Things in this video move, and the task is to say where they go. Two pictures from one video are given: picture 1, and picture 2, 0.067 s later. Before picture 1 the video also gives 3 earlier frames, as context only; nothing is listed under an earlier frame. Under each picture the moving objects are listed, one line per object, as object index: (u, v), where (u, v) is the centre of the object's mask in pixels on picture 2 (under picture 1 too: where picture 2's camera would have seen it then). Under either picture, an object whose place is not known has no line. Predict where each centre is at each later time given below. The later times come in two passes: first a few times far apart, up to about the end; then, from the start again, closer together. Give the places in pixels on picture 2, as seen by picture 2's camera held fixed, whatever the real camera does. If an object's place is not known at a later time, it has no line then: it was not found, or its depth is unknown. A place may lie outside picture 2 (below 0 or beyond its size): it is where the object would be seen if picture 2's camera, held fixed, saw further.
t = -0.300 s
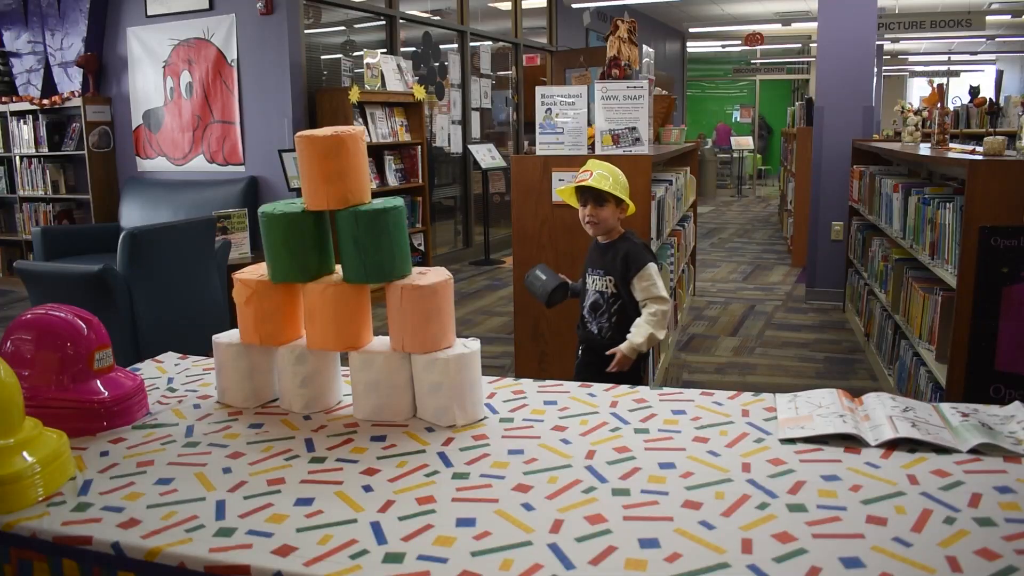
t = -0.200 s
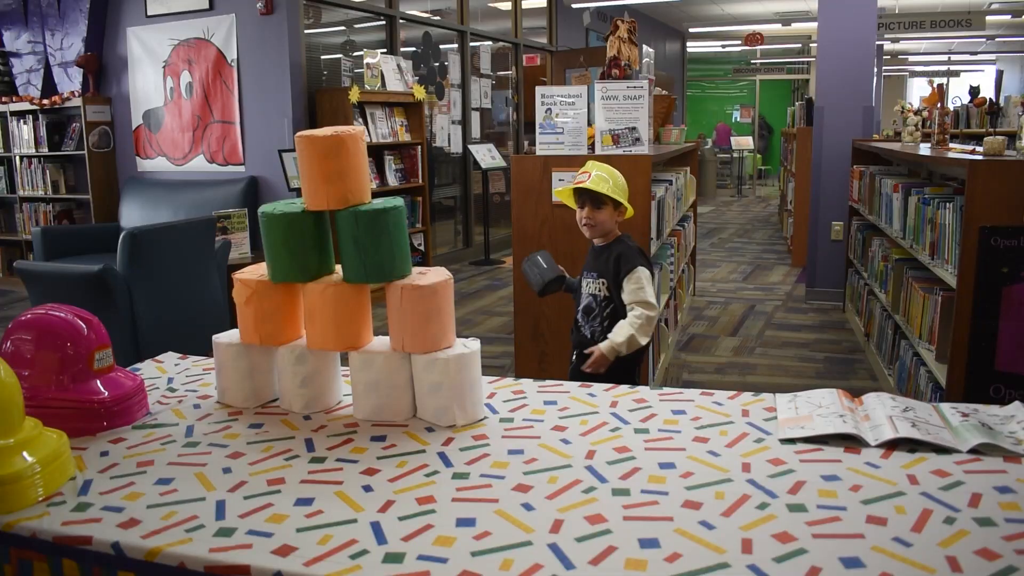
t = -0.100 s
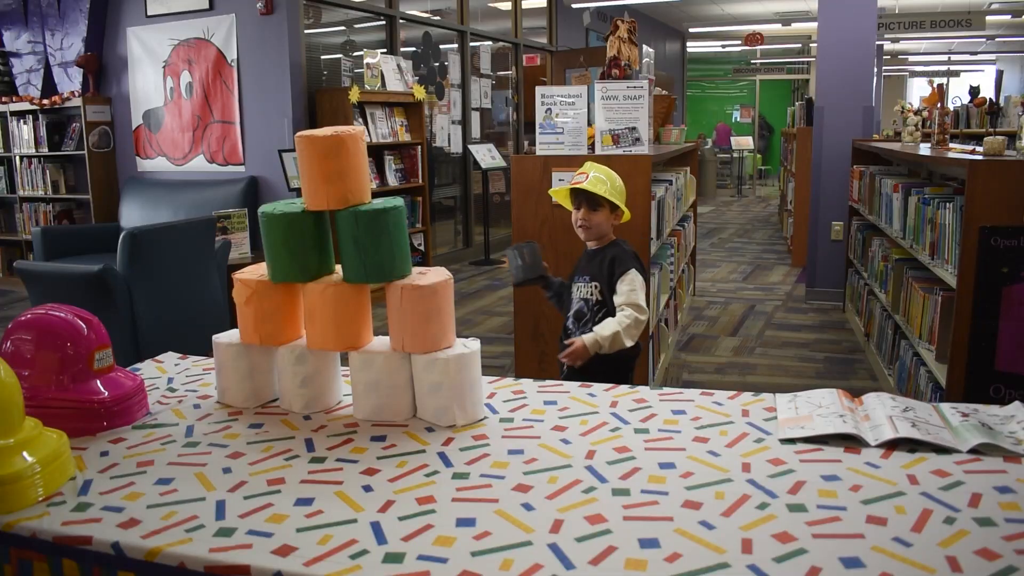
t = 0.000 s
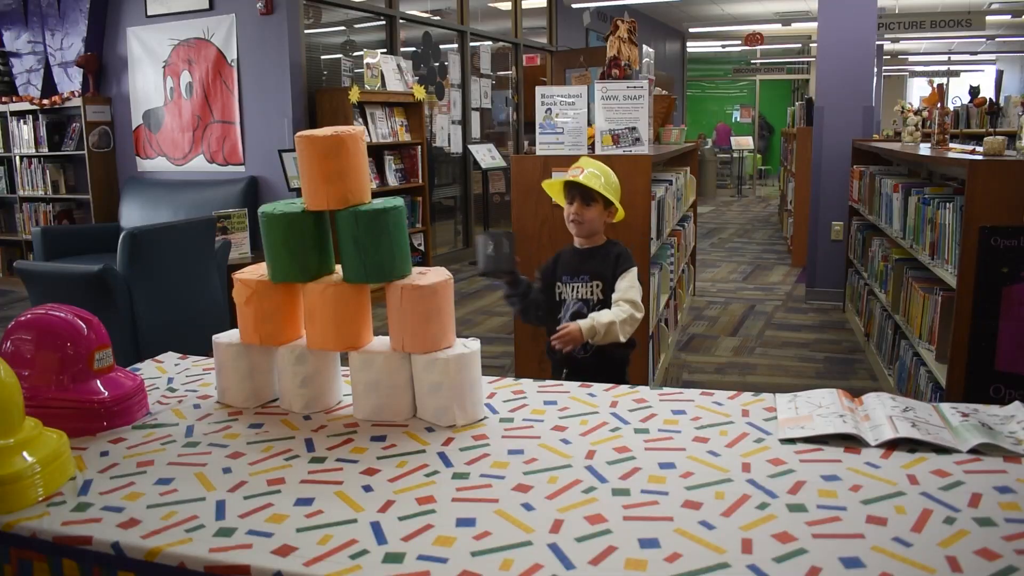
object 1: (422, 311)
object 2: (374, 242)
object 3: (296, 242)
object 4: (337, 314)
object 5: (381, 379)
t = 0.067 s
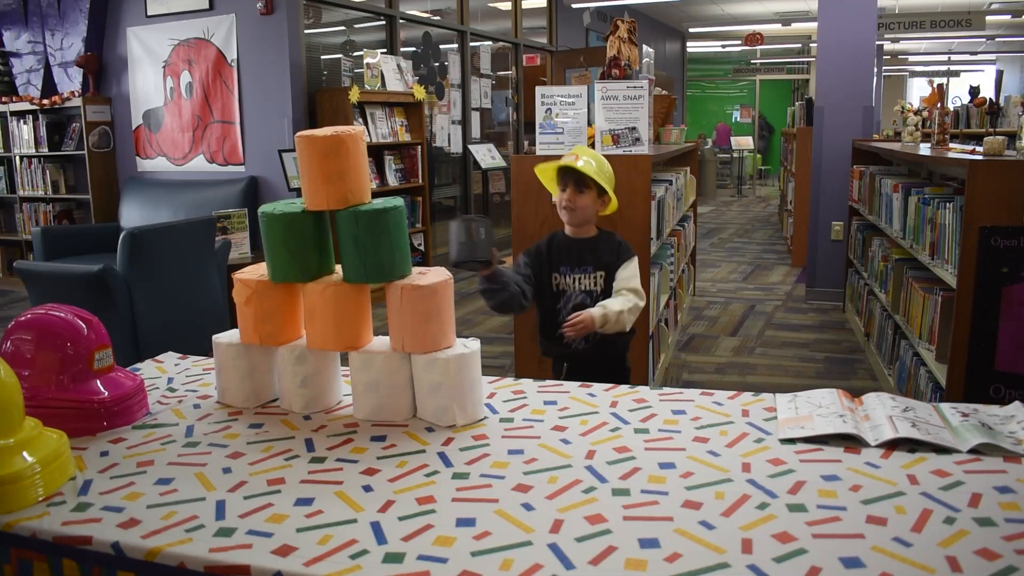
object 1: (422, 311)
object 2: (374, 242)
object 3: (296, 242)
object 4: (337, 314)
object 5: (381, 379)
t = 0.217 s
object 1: (422, 311)
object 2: (374, 242)
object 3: (296, 242)
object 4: (337, 314)
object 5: (381, 379)
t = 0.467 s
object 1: (447, 396)
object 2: (392, 287)
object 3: (282, 244)
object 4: (321, 326)
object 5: (371, 395)
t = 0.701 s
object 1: (460, 455)
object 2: (509, 407)
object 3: (303, 296)
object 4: (294, 390)
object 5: (385, 388)
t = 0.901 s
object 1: (498, 476)
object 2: (602, 423)
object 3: (314, 364)
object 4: (249, 408)
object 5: (388, 393)
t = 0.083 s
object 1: (422, 311)
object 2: (374, 242)
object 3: (296, 242)
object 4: (337, 314)
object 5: (381, 379)
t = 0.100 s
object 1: (422, 311)
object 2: (374, 242)
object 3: (296, 242)
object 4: (337, 314)
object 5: (381, 379)
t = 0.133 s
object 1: (422, 311)
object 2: (374, 242)
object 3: (296, 242)
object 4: (337, 314)
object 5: (381, 379)
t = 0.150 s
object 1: (422, 311)
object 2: (374, 242)
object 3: (296, 242)
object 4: (337, 314)
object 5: (381, 379)
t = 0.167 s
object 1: (422, 311)
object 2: (374, 242)
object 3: (296, 242)
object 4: (337, 314)
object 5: (381, 379)
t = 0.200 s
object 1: (422, 311)
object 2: (374, 242)
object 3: (296, 242)
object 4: (337, 314)
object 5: (381, 379)
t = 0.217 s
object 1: (422, 311)
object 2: (374, 242)
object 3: (296, 242)
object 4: (337, 314)
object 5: (381, 379)
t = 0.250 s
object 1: (423, 311)
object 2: (374, 241)
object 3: (296, 241)
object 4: (334, 313)
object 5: (379, 379)
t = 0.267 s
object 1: (424, 311)
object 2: (374, 239)
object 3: (295, 241)
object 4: (332, 314)
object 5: (378, 383)
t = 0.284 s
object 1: (426, 312)
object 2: (373, 238)
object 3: (294, 240)
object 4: (330, 314)
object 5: (375, 387)
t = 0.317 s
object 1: (429, 318)
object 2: (373, 238)
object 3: (291, 241)
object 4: (328, 315)
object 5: (371, 390)
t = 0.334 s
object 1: (430, 322)
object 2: (373, 239)
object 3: (290, 241)
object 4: (327, 316)
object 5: (370, 392)
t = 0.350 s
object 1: (432, 325)
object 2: (374, 241)
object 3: (289, 241)
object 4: (326, 316)
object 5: (369, 393)
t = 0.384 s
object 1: (435, 335)
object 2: (376, 249)
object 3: (287, 241)
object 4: (324, 318)
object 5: (369, 396)
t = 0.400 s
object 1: (437, 343)
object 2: (378, 256)
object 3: (285, 242)
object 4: (323, 319)
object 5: (369, 397)
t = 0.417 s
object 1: (440, 352)
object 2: (380, 262)
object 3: (284, 243)
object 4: (322, 321)
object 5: (370, 397)
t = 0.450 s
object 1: (445, 379)
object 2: (387, 279)
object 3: (283, 244)
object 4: (321, 325)
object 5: (370, 397)
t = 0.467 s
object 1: (447, 396)
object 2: (392, 287)
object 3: (282, 244)
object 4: (321, 326)
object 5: (371, 395)
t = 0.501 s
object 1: (452, 429)
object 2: (400, 312)
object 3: (282, 246)
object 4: (323, 331)
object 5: (372, 396)
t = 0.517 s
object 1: (455, 432)
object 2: (405, 321)
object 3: (282, 248)
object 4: (324, 334)
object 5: (372, 397)
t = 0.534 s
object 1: (455, 426)
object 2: (411, 327)
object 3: (282, 249)
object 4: (323, 335)
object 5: (371, 396)
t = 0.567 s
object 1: (454, 417)
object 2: (422, 330)
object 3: (284, 250)
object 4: (317, 335)
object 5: (371, 396)
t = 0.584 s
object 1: (455, 414)
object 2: (429, 332)
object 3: (287, 252)
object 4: (315, 338)
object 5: (372, 396)
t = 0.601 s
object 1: (455, 414)
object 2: (436, 335)
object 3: (290, 254)
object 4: (312, 341)
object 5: (373, 396)
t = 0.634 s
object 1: (457, 421)
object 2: (455, 344)
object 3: (297, 261)
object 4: (306, 350)
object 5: (373, 395)
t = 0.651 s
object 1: (458, 427)
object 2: (469, 354)
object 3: (299, 267)
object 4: (302, 359)
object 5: (373, 396)
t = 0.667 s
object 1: (459, 435)
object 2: (488, 369)
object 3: (302, 275)
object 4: (298, 369)
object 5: (377, 392)
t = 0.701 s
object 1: (460, 455)
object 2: (509, 407)
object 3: (303, 296)
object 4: (294, 390)
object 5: (385, 388)
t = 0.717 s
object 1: (463, 454)
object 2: (517, 417)
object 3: (305, 310)
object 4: (291, 400)
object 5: (387, 389)
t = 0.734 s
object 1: (465, 454)
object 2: (525, 425)
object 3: (307, 326)
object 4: (286, 401)
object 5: (388, 390)
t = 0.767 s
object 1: (470, 462)
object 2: (533, 414)
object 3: (312, 334)
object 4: (276, 405)
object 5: (390, 389)
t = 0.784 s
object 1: (473, 468)
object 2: (540, 409)
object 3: (315, 336)
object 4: (273, 405)
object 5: (389, 389)
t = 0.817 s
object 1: (480, 470)
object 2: (557, 406)
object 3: (321, 343)
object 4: (266, 405)
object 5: (388, 390)
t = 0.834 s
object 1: (483, 470)
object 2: (566, 407)
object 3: (321, 347)
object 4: (263, 406)
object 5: (389, 390)
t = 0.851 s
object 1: (487, 472)
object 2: (574, 410)
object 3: (319, 351)
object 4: (260, 407)
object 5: (389, 390)
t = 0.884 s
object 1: (494, 474)
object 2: (593, 422)
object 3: (316, 362)
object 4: (252, 408)
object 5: (387, 392)
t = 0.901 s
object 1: (498, 476)
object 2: (602, 423)
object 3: (314, 364)
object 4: (249, 408)
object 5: (388, 393)
